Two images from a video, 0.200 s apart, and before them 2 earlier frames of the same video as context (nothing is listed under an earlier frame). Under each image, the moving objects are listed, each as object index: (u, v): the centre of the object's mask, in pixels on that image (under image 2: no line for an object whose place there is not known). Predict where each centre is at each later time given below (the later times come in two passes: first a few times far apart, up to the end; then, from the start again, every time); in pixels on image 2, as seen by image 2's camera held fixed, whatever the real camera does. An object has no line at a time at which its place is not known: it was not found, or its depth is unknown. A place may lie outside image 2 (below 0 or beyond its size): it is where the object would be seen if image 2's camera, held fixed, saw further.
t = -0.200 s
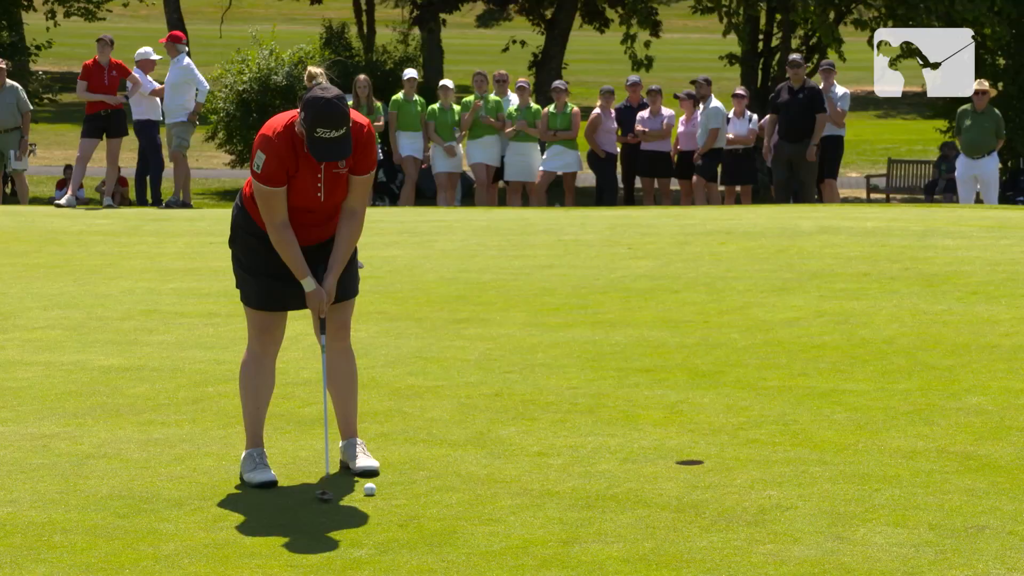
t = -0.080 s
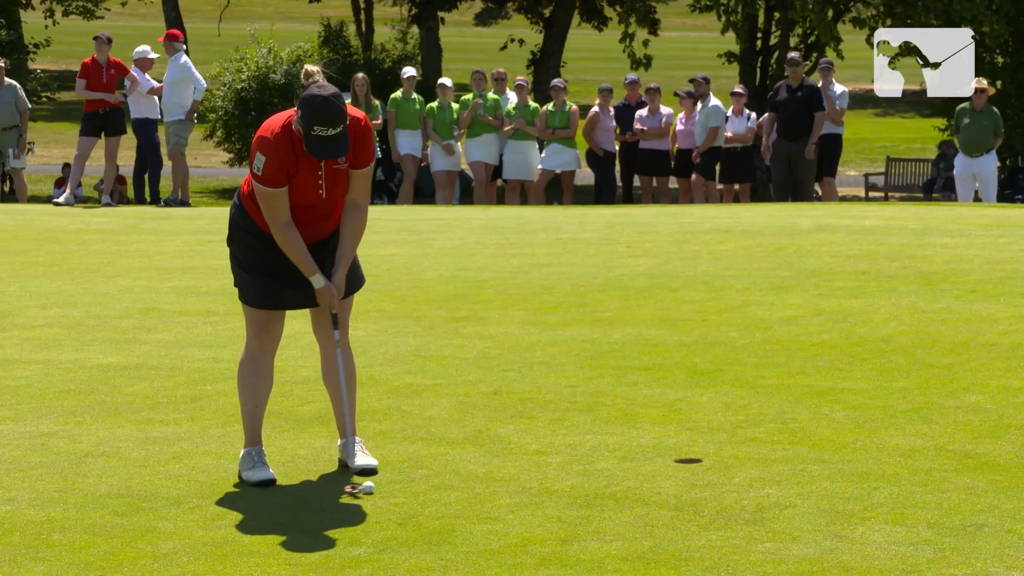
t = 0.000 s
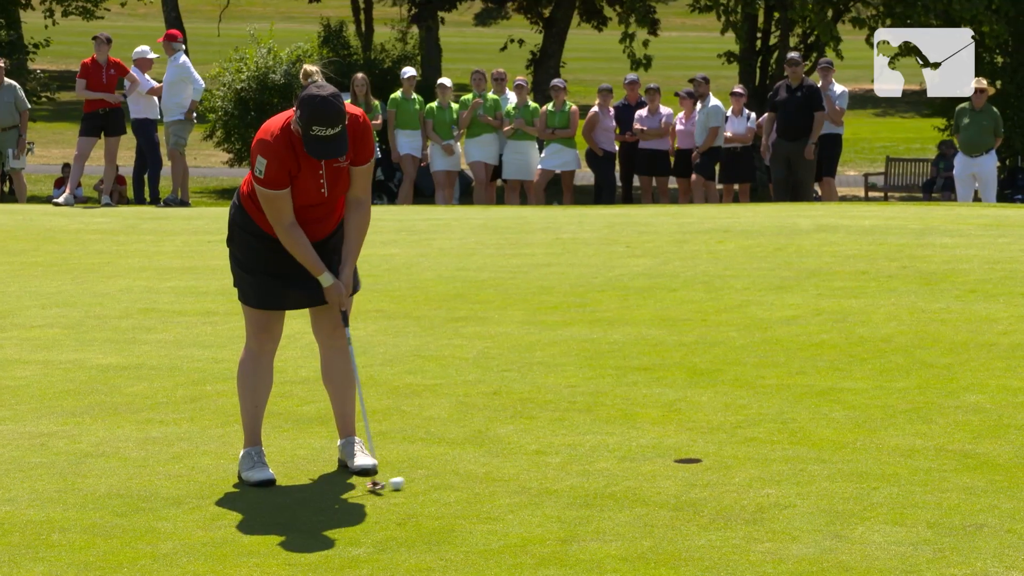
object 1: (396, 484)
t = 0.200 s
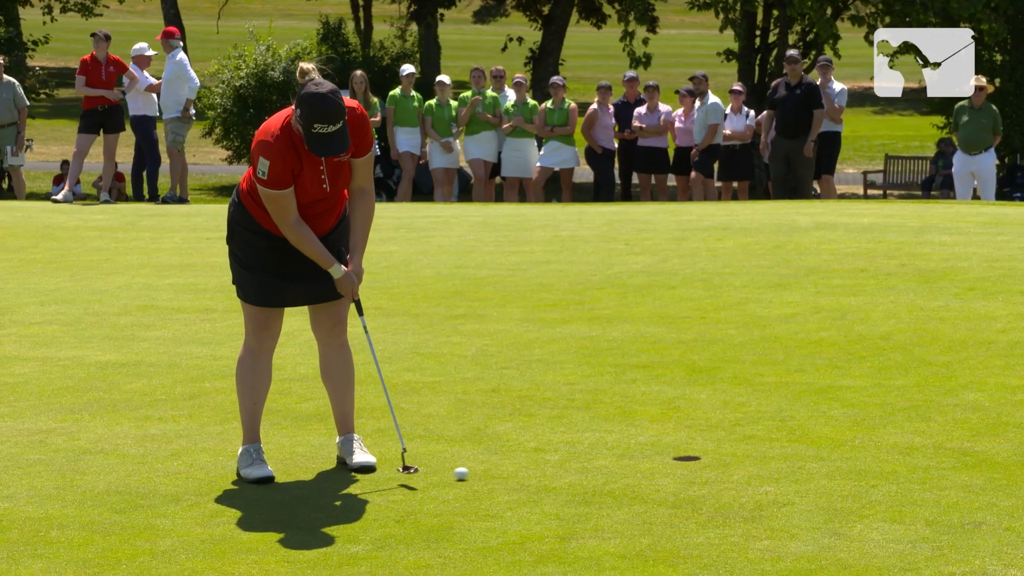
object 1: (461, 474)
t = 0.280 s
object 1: (484, 472)
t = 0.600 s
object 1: (560, 464)
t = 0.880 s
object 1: (610, 458)
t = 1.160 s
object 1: (647, 453)
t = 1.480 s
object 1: (670, 451)
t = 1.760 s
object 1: (677, 451)
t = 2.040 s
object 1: (676, 451)
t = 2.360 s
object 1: (676, 451)
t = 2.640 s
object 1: (676, 451)
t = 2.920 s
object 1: (676, 451)
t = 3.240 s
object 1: (676, 451)
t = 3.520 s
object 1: (676, 451)
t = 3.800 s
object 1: (676, 451)
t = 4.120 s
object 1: (677, 451)
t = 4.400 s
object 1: (677, 451)
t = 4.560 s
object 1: (677, 452)
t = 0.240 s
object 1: (472, 473)
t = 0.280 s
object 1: (484, 472)
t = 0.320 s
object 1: (494, 471)
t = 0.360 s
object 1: (505, 469)
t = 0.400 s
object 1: (515, 469)
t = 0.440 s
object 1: (524, 468)
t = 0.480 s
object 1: (534, 466)
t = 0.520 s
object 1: (543, 465)
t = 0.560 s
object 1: (552, 464)
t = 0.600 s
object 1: (560, 464)
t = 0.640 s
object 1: (568, 463)
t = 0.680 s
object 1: (576, 462)
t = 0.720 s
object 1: (583, 461)
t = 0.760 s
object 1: (590, 460)
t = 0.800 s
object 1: (597, 459)
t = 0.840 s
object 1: (604, 458)
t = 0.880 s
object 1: (610, 458)
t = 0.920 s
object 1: (616, 457)
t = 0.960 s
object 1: (622, 456)
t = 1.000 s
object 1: (628, 456)
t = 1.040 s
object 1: (633, 455)
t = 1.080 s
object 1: (638, 455)
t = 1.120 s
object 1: (642, 454)
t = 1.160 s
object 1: (647, 453)
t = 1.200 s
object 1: (651, 453)
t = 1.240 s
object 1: (654, 453)
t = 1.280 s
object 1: (658, 452)
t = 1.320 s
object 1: (661, 452)
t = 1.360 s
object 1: (664, 452)
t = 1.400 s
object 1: (666, 451)
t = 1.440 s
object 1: (668, 451)
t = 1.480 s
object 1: (670, 451)
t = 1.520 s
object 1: (672, 451)
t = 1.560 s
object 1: (673, 450)
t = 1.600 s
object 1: (674, 450)
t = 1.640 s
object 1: (675, 450)
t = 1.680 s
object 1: (676, 450)
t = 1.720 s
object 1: (677, 451)
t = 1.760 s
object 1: (677, 451)
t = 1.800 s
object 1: (676, 451)
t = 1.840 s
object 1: (676, 451)
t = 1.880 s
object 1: (676, 451)
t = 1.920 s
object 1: (676, 451)
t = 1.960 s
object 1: (676, 451)
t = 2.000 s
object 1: (676, 451)
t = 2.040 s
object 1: (676, 451)
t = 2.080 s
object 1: (676, 451)
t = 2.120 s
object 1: (676, 451)
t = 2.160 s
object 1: (676, 451)
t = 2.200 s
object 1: (676, 451)
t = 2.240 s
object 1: (676, 451)
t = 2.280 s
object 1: (676, 451)
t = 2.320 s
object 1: (676, 451)
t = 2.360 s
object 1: (676, 451)
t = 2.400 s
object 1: (676, 451)
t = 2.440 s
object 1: (676, 451)
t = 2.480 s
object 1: (676, 451)
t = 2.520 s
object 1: (676, 451)
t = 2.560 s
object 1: (676, 451)
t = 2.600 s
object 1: (676, 451)
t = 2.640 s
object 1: (676, 451)
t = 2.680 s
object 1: (676, 451)
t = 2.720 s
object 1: (676, 451)
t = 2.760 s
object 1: (676, 451)
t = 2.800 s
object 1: (676, 451)
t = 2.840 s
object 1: (676, 451)
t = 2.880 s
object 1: (676, 451)
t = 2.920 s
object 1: (676, 451)
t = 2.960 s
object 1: (676, 451)
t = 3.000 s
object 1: (676, 451)
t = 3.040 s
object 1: (676, 451)
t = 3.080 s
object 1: (676, 451)
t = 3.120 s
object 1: (676, 451)
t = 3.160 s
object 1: (676, 451)
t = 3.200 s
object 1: (676, 451)
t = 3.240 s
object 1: (676, 451)
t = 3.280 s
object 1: (676, 451)
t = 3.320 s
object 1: (676, 451)
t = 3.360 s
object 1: (676, 451)
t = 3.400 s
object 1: (676, 451)
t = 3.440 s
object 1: (676, 451)
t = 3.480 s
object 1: (676, 451)
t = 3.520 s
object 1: (676, 451)
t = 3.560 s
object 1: (676, 451)
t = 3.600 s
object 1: (676, 451)
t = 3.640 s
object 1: (676, 451)
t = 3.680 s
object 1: (676, 451)
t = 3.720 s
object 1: (676, 451)
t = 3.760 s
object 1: (676, 451)
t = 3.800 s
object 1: (676, 451)
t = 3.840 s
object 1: (676, 451)
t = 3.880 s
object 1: (676, 451)
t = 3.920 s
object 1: (676, 451)
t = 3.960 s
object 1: (677, 451)
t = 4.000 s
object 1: (676, 451)
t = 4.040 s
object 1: (677, 451)
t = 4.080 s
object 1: (677, 451)
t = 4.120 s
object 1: (677, 451)
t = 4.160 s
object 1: (677, 451)
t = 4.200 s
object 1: (677, 451)
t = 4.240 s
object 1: (677, 451)
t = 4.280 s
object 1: (677, 451)
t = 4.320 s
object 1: (677, 451)
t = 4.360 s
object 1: (677, 451)
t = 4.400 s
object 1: (677, 451)
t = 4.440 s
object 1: (677, 451)
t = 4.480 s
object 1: (677, 451)
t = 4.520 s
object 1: (677, 452)
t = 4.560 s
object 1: (677, 452)
